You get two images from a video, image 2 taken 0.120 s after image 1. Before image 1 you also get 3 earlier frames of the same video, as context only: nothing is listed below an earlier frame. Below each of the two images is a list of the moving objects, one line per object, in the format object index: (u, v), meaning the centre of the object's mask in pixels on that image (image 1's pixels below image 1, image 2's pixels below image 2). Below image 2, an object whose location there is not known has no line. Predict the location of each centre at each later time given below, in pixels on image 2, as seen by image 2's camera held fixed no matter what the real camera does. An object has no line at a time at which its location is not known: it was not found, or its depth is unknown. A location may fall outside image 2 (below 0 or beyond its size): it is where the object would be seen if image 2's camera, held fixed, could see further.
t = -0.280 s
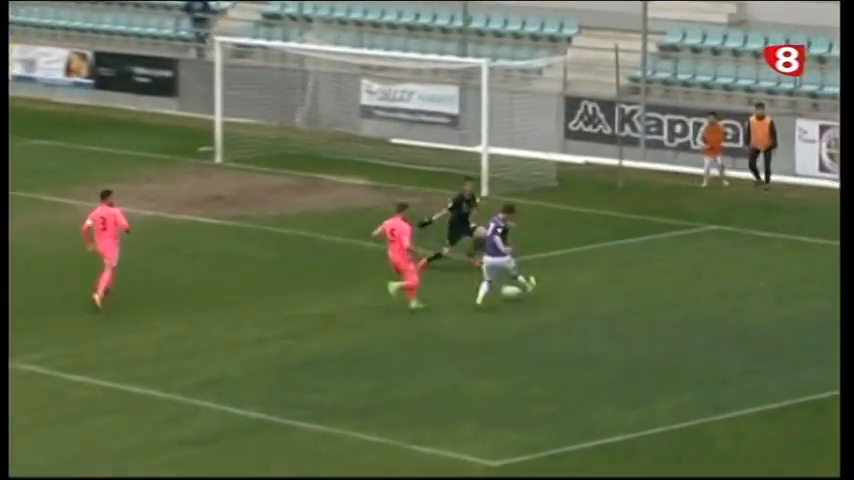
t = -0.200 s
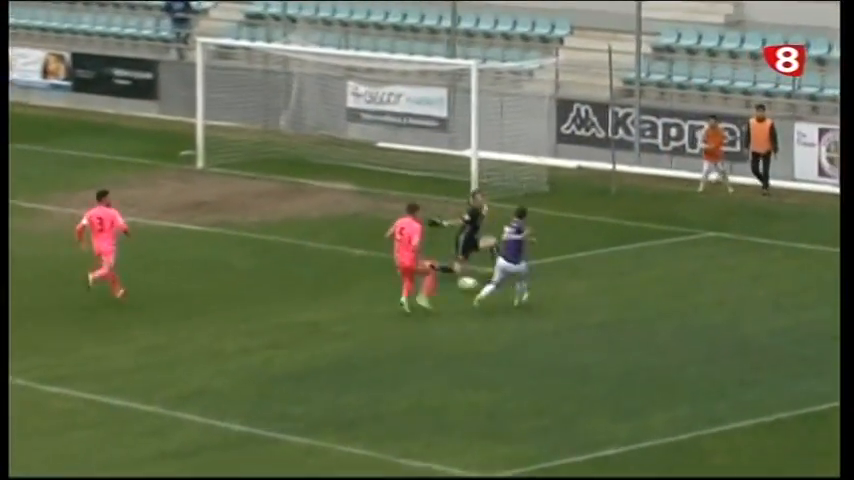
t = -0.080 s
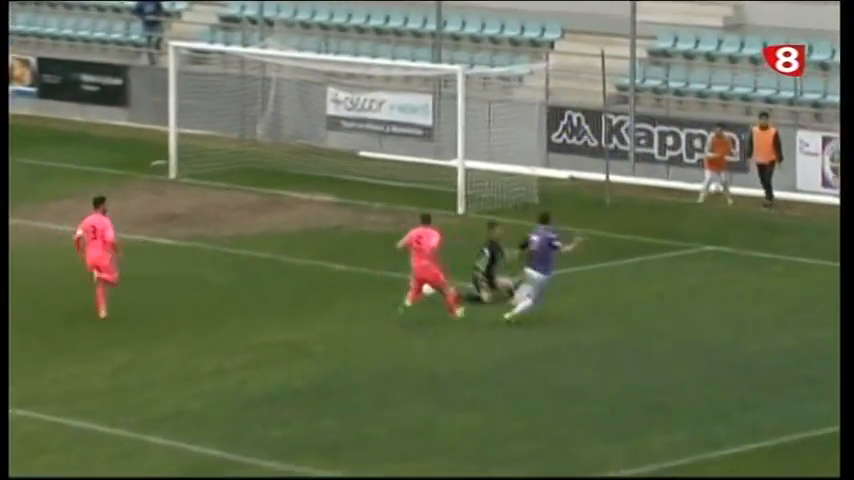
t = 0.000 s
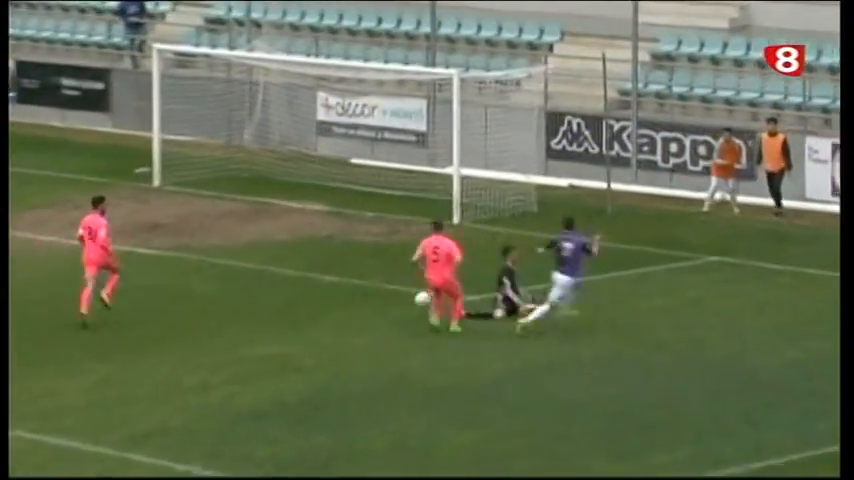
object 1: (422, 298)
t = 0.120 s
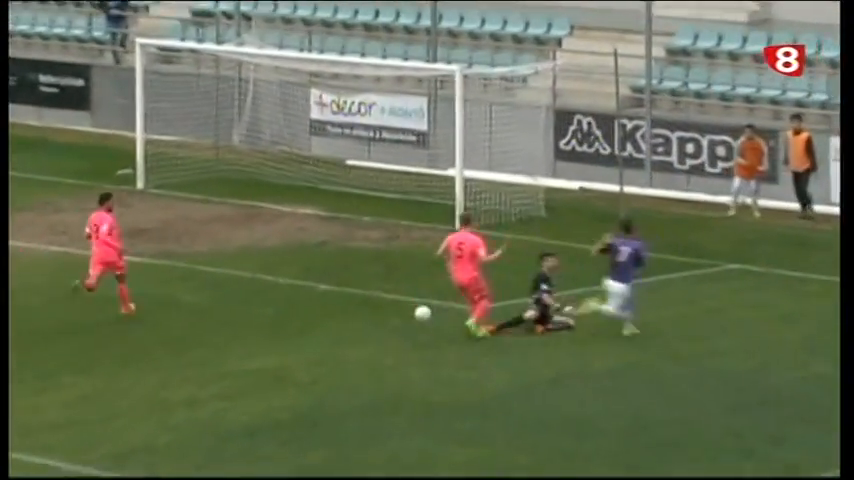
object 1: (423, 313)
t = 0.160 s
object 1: (422, 317)
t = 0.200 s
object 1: (422, 321)
